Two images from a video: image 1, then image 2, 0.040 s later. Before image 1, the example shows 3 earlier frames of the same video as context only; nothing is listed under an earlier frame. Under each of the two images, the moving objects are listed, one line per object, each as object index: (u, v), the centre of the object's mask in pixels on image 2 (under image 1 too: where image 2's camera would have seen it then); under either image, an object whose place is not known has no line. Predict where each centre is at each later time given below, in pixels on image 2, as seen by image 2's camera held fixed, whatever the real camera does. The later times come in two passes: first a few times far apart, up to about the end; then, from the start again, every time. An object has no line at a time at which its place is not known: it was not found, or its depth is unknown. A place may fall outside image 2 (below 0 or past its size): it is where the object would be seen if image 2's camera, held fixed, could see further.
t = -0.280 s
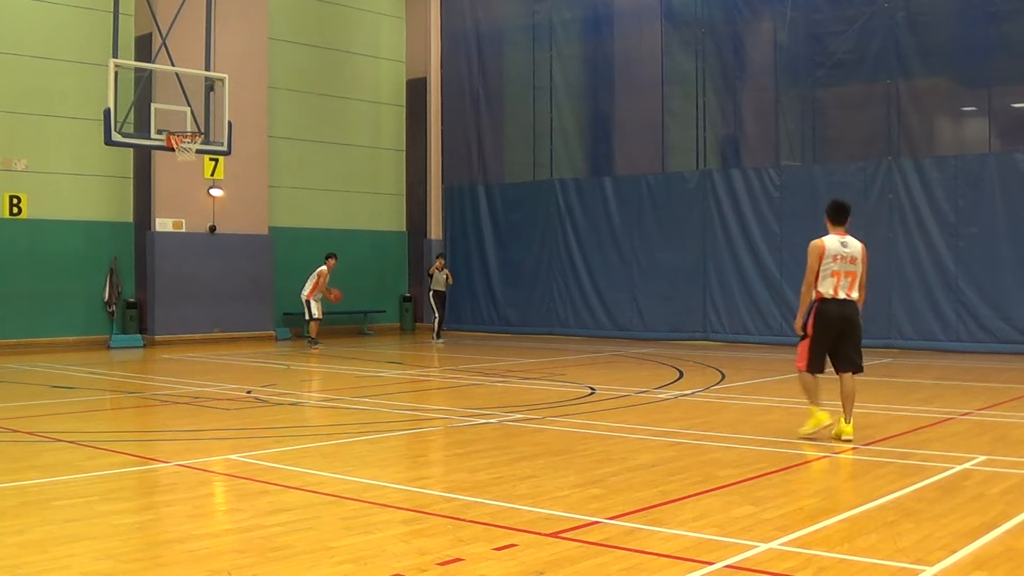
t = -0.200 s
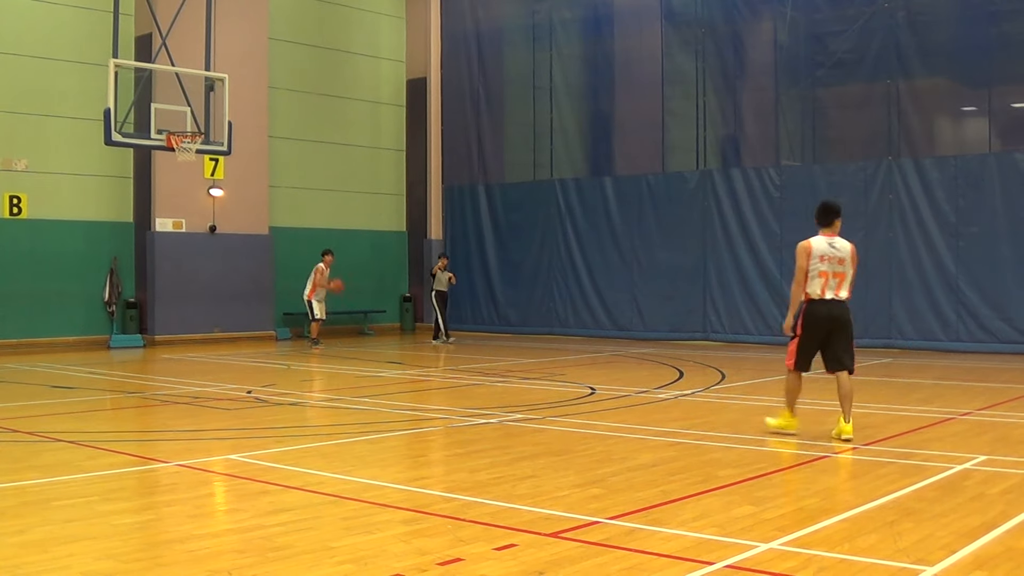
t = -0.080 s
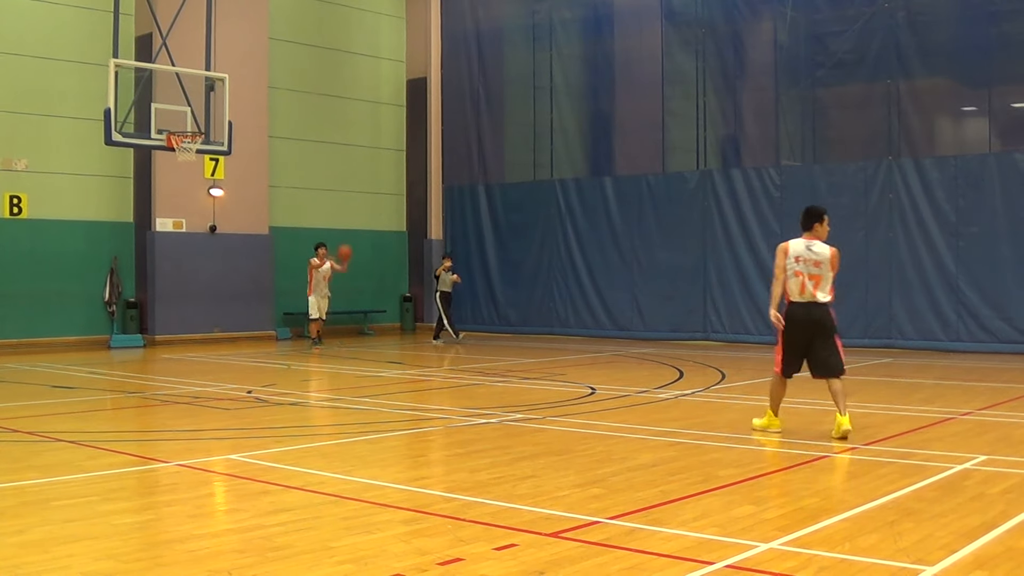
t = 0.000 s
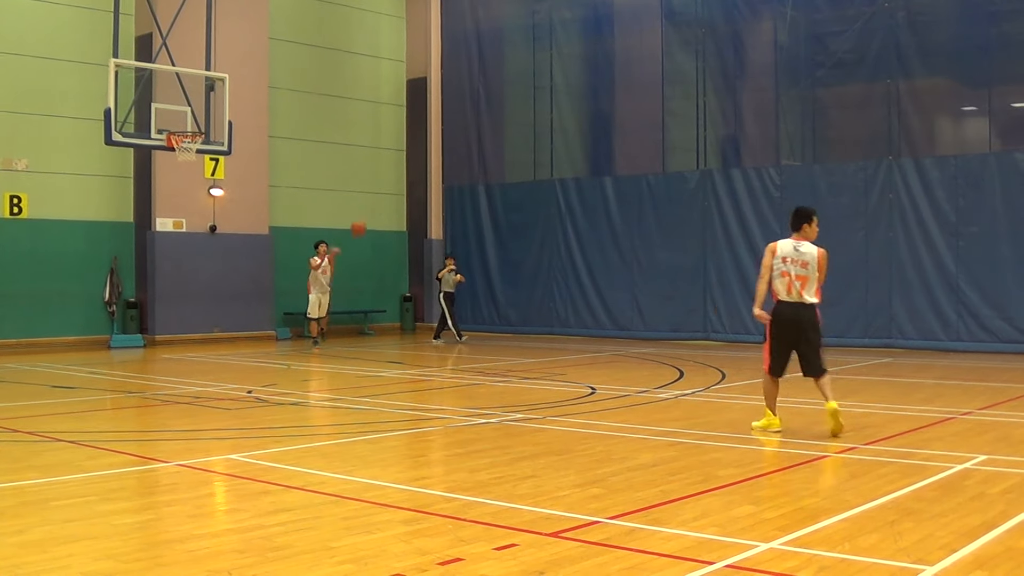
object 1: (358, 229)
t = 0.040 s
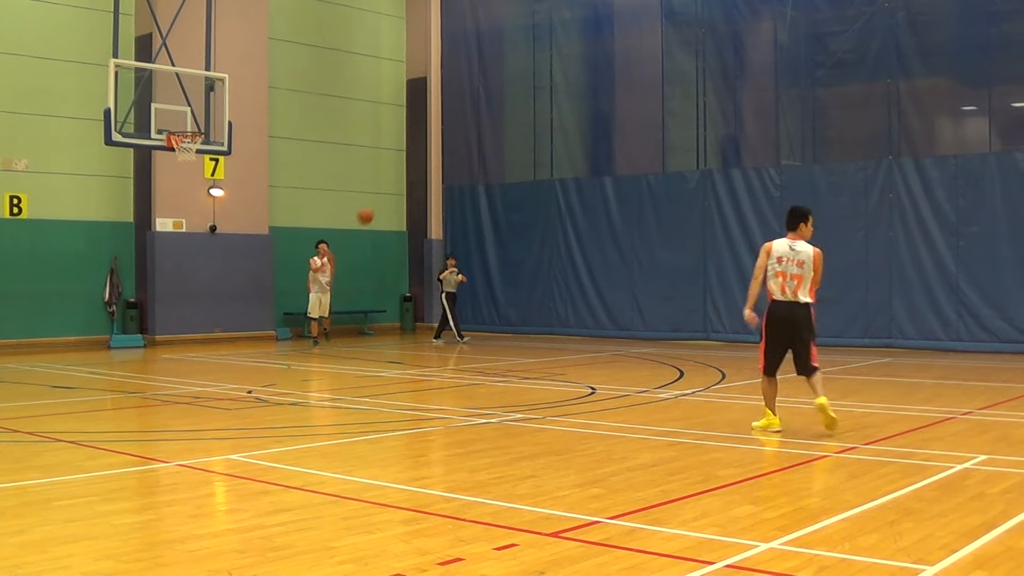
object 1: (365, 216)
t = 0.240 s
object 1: (406, 164)
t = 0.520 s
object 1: (475, 120)
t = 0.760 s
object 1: (554, 122)
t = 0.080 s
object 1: (373, 205)
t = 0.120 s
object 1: (381, 194)
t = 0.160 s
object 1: (389, 184)
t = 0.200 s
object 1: (397, 174)
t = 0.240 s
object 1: (406, 164)
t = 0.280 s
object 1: (415, 156)
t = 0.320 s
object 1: (423, 148)
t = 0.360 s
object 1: (433, 141)
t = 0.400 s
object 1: (443, 134)
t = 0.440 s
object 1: (453, 129)
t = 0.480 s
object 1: (464, 124)
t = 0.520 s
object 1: (475, 120)
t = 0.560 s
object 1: (487, 117)
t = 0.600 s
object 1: (499, 116)
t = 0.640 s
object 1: (512, 115)
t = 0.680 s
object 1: (525, 116)
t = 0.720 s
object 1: (539, 119)
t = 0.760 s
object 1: (554, 122)
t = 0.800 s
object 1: (570, 128)
